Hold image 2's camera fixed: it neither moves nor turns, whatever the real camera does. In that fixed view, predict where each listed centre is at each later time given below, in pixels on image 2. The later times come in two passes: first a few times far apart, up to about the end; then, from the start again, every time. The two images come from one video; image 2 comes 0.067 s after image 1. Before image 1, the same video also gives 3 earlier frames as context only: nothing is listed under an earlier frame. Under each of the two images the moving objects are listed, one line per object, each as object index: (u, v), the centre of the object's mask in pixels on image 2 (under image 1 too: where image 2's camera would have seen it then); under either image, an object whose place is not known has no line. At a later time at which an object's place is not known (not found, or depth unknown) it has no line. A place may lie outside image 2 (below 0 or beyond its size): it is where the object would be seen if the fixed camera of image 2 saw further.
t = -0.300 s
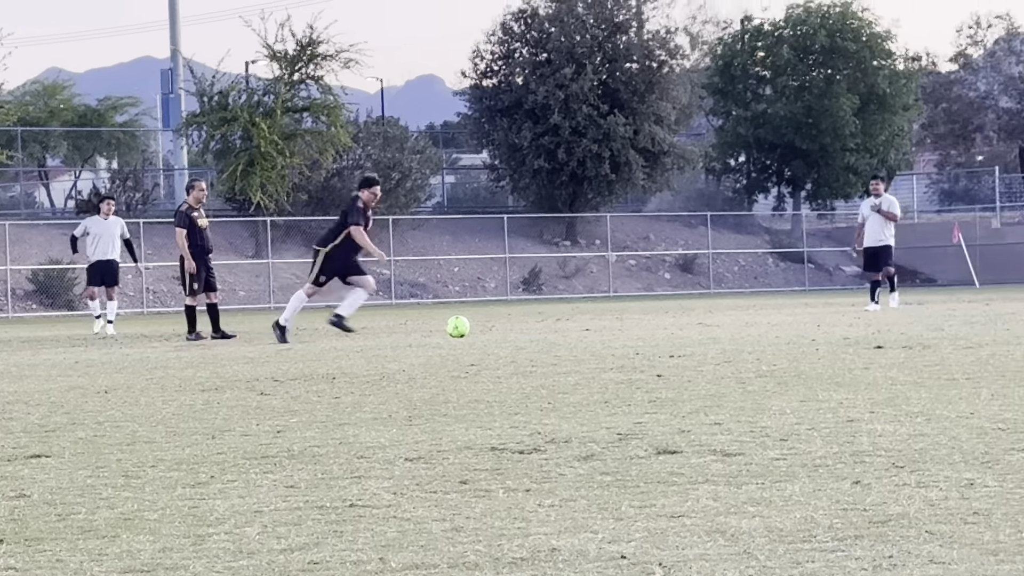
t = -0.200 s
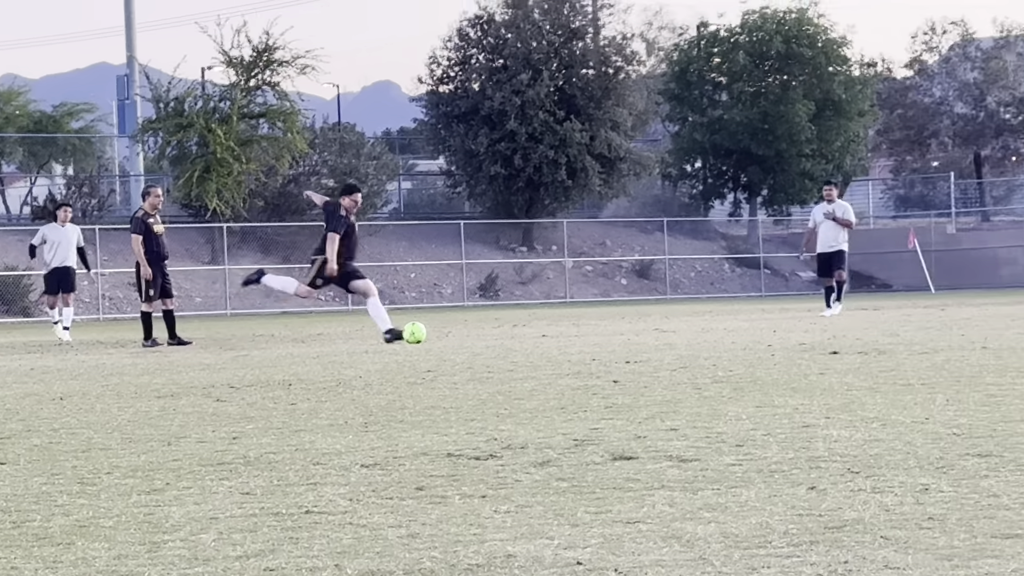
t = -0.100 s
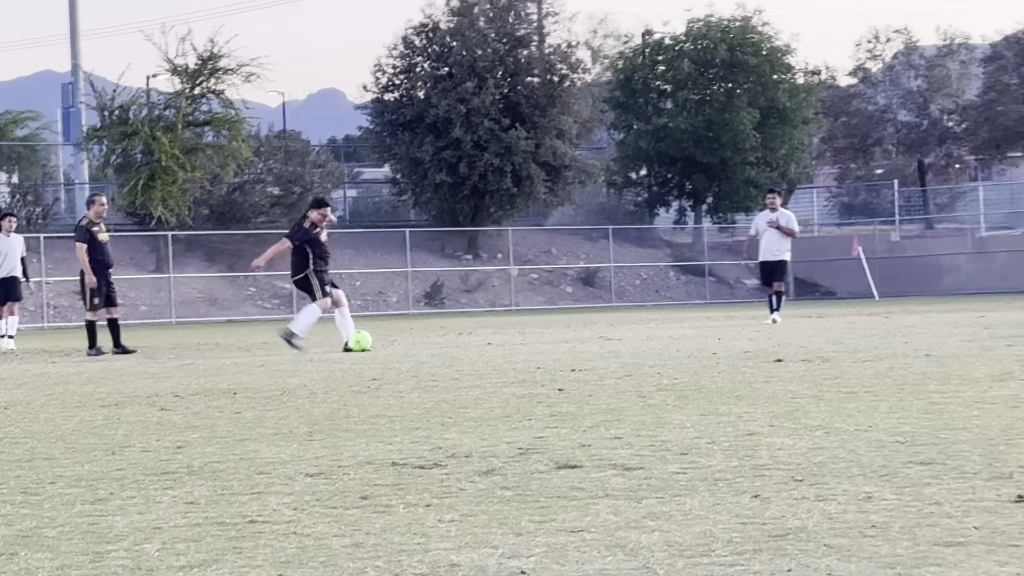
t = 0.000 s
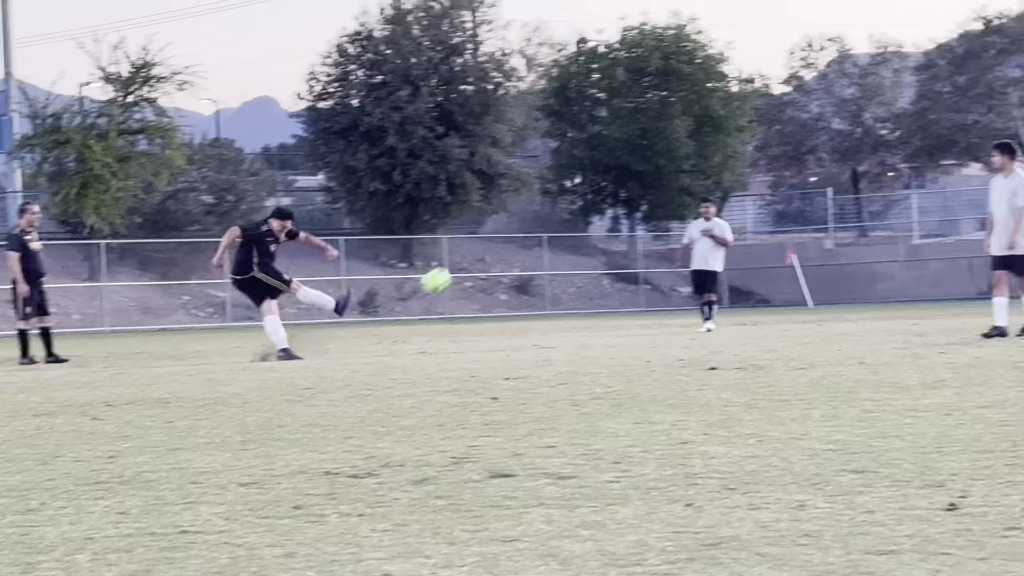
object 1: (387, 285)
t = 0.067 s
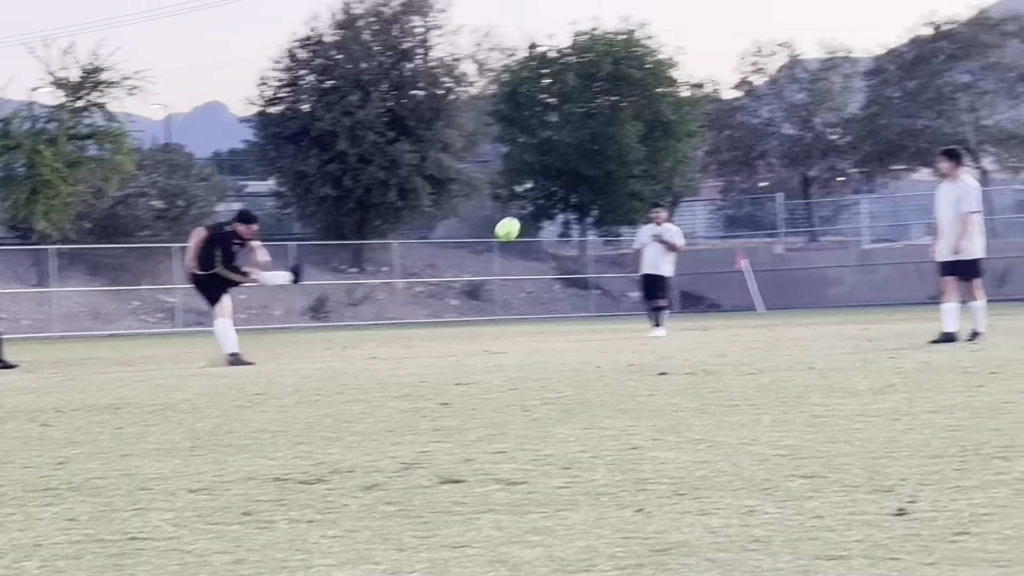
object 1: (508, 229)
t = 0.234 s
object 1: (767, 117)
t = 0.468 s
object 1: (1063, 13)
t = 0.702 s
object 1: (1311, -35)
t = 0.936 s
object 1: (1535, -35)
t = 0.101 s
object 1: (564, 204)
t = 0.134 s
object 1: (618, 180)
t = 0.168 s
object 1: (669, 158)
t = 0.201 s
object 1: (719, 137)
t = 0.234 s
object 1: (767, 117)
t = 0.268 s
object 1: (814, 98)
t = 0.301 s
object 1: (859, 81)
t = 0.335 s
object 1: (903, 65)
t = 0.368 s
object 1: (944, 52)
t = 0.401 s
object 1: (982, 38)
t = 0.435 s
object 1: (1023, 26)
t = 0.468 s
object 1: (1063, 13)
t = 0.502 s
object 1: (1101, 4)
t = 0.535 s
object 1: (1138, -6)
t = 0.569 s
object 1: (1176, -15)
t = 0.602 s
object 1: (1209, -23)
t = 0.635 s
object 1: (1239, -28)
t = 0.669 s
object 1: (1276, -31)
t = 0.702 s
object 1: (1311, -35)
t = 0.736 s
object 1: (1344, -38)
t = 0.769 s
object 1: (1376, -39)
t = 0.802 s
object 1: (1409, -40)
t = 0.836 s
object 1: (1440, -41)
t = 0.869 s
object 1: (1472, -40)
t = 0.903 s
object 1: (1503, -38)
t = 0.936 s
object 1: (1535, -35)
